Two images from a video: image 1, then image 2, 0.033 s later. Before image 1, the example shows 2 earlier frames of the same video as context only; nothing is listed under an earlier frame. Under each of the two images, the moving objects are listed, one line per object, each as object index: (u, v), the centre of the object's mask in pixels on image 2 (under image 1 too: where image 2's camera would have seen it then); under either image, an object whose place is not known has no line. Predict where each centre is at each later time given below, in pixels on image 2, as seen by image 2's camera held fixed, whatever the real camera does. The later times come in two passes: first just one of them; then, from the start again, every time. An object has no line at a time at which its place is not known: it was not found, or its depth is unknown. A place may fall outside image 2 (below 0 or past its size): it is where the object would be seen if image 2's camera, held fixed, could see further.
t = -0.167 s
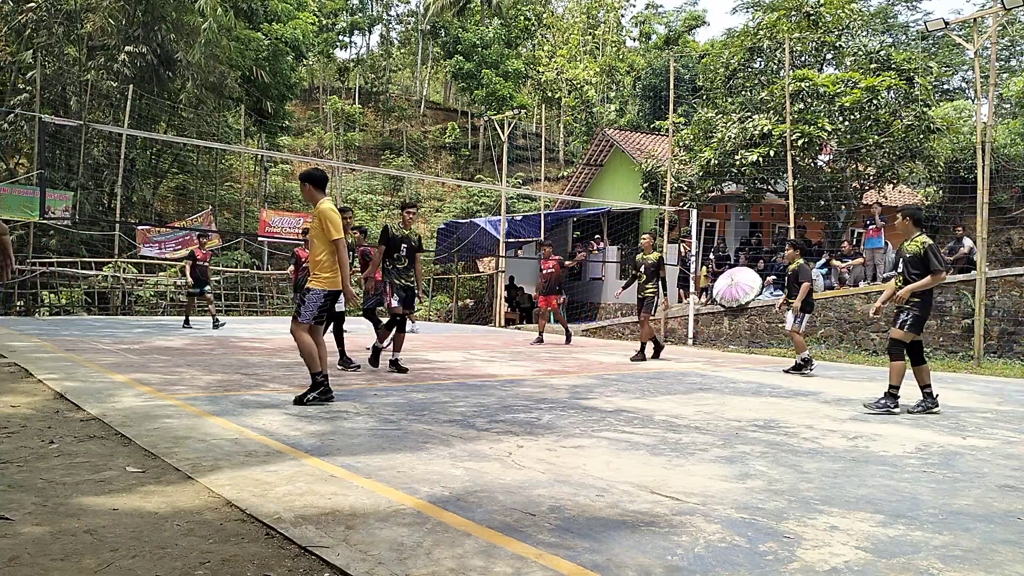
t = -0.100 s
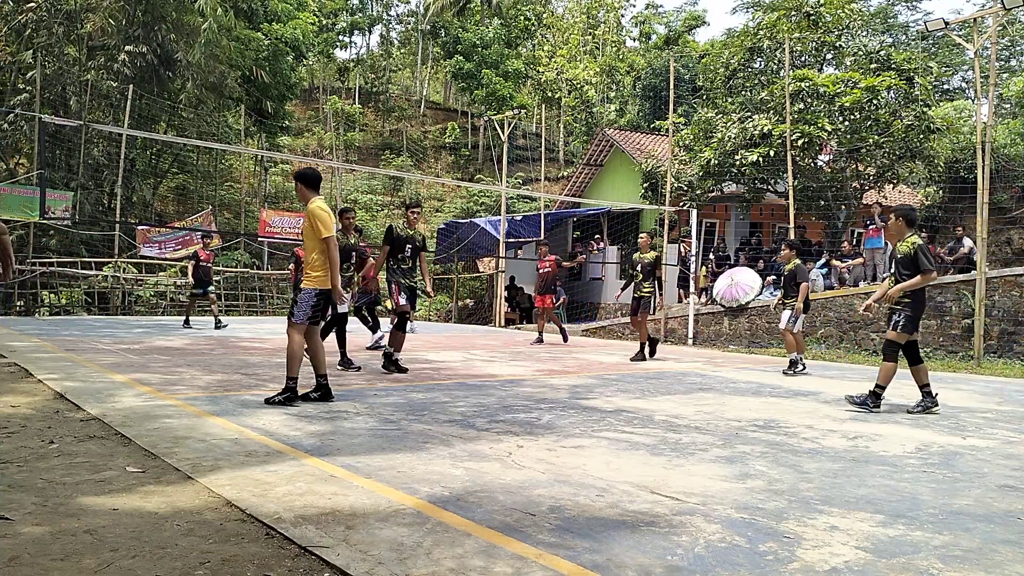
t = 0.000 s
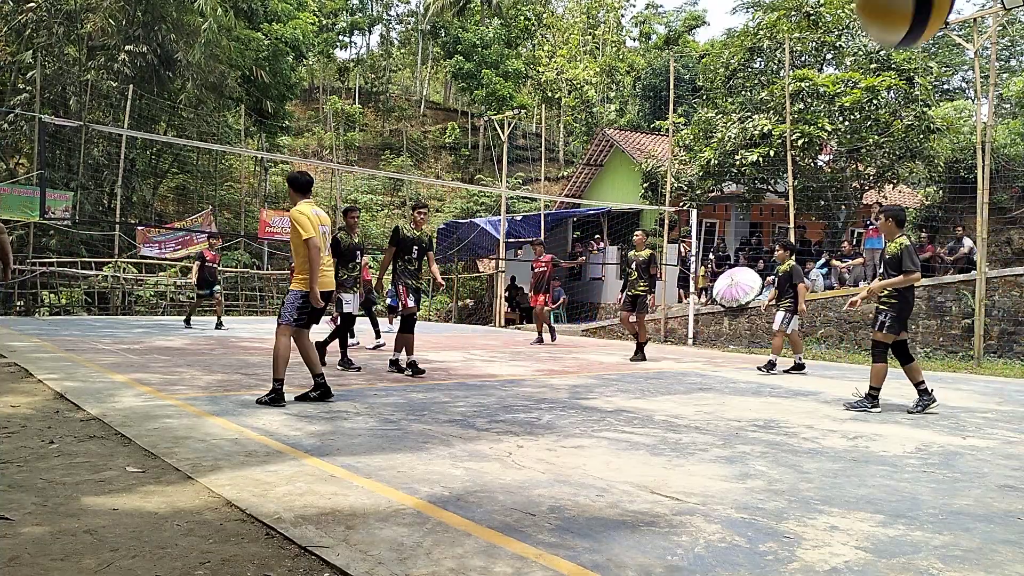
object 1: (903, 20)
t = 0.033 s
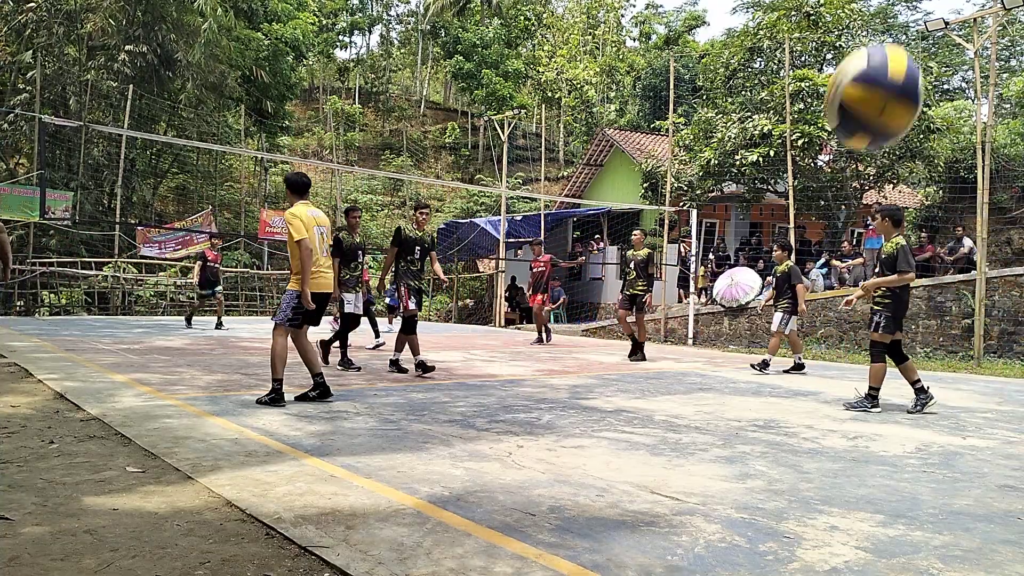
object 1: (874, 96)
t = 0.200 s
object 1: (737, 551)
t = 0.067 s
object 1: (842, 198)
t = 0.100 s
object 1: (814, 294)
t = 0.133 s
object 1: (786, 387)
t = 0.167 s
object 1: (761, 477)
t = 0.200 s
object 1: (737, 551)
